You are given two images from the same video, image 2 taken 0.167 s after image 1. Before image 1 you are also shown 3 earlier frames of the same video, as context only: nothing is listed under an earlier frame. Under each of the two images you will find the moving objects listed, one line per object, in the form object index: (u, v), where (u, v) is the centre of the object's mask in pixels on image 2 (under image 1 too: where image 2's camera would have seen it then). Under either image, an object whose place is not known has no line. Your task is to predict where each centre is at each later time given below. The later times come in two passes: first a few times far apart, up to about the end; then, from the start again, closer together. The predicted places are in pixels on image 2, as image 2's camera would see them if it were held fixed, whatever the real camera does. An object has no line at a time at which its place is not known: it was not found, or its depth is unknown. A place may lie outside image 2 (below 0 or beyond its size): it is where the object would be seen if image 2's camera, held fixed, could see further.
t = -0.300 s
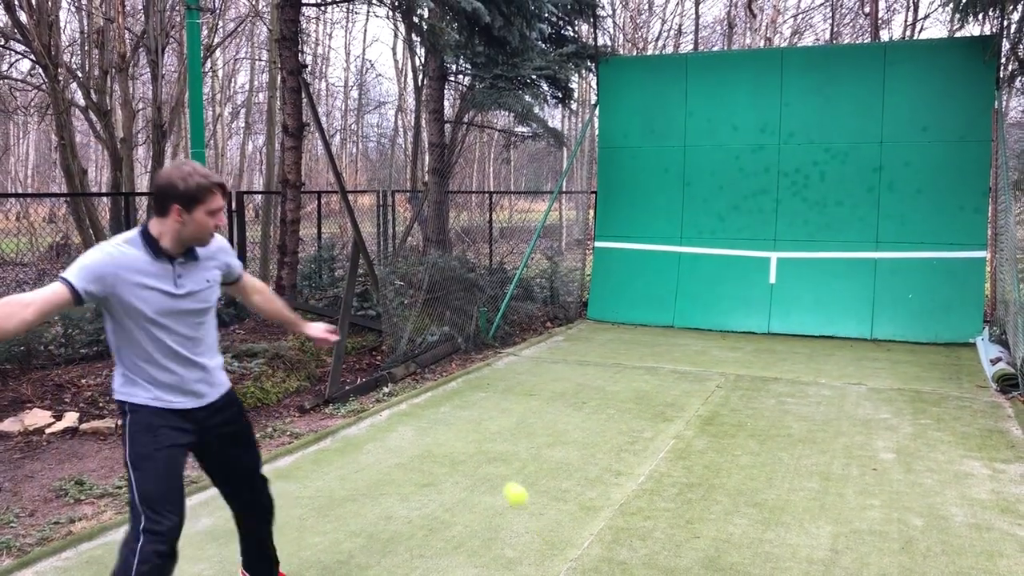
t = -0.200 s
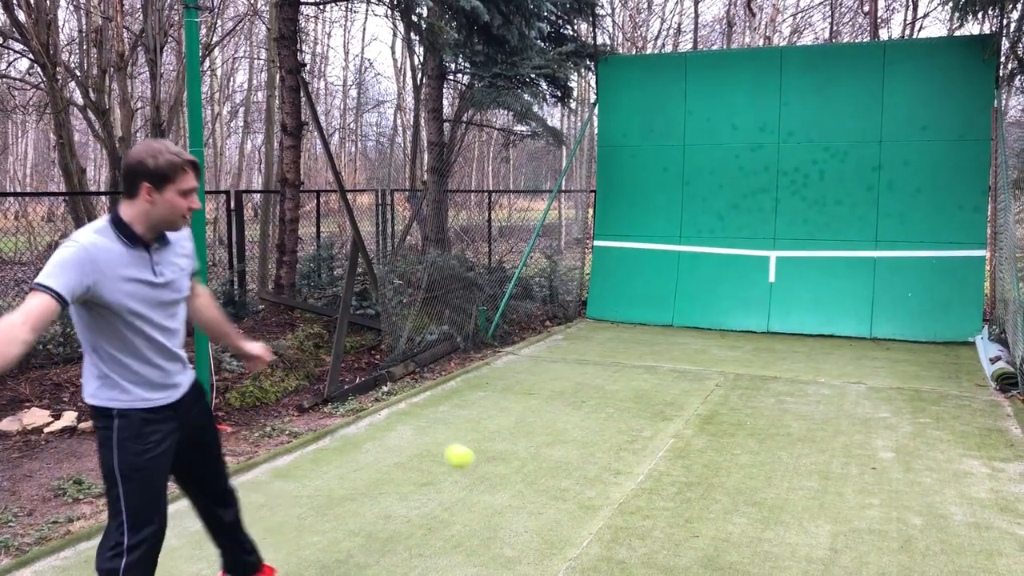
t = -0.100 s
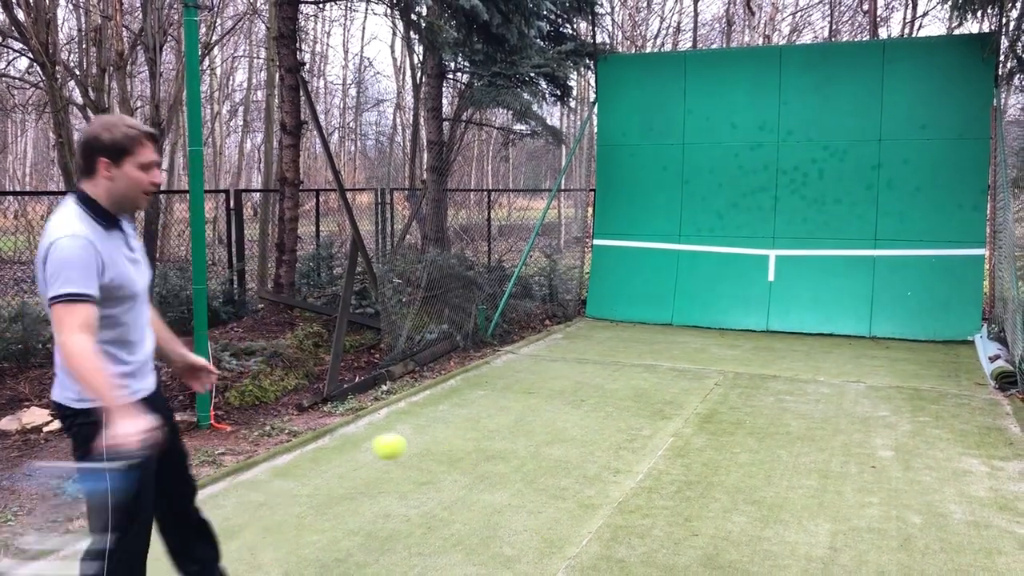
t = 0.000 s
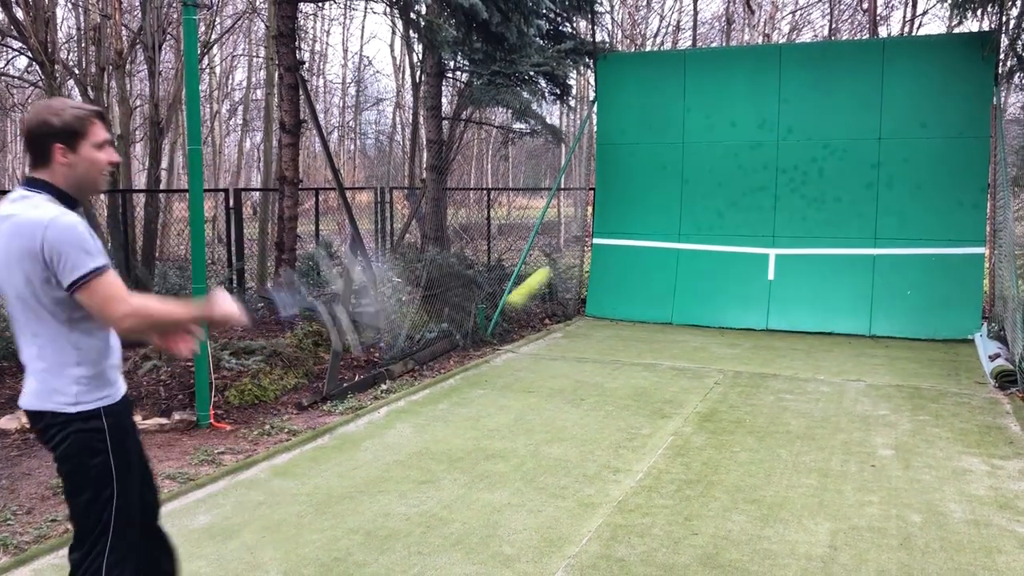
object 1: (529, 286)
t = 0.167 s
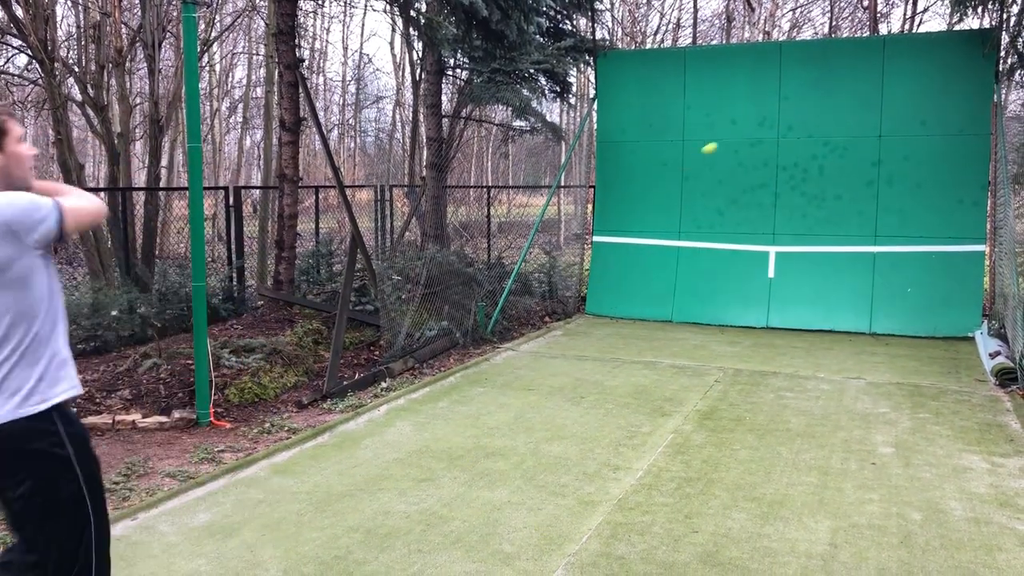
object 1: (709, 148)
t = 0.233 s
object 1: (739, 135)
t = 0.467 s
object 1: (739, 126)
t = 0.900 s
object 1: (586, 312)
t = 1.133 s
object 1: (461, 453)
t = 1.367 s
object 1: (343, 367)
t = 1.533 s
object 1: (212, 396)
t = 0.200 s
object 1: (725, 140)
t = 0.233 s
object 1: (739, 135)
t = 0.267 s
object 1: (750, 132)
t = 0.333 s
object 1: (767, 130)
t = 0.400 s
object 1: (754, 126)
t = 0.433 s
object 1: (747, 125)
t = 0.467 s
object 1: (739, 126)
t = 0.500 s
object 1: (732, 128)
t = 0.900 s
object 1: (586, 312)
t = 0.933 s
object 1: (568, 348)
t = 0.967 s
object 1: (547, 389)
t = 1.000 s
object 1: (526, 436)
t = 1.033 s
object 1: (502, 491)
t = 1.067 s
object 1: (486, 495)
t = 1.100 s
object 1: (474, 473)
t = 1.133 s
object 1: (461, 453)
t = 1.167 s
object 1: (448, 434)
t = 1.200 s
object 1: (433, 417)
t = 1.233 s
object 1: (417, 403)
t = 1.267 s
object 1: (400, 389)
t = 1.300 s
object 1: (383, 379)
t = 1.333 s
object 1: (364, 372)
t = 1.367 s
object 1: (343, 367)
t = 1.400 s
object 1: (320, 364)
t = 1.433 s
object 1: (296, 366)
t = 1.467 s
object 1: (270, 371)
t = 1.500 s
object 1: (241, 382)
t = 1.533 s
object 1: (212, 396)
